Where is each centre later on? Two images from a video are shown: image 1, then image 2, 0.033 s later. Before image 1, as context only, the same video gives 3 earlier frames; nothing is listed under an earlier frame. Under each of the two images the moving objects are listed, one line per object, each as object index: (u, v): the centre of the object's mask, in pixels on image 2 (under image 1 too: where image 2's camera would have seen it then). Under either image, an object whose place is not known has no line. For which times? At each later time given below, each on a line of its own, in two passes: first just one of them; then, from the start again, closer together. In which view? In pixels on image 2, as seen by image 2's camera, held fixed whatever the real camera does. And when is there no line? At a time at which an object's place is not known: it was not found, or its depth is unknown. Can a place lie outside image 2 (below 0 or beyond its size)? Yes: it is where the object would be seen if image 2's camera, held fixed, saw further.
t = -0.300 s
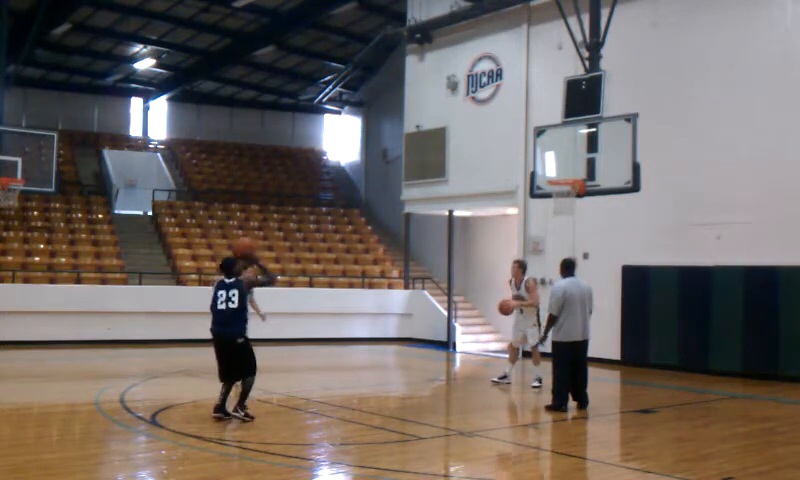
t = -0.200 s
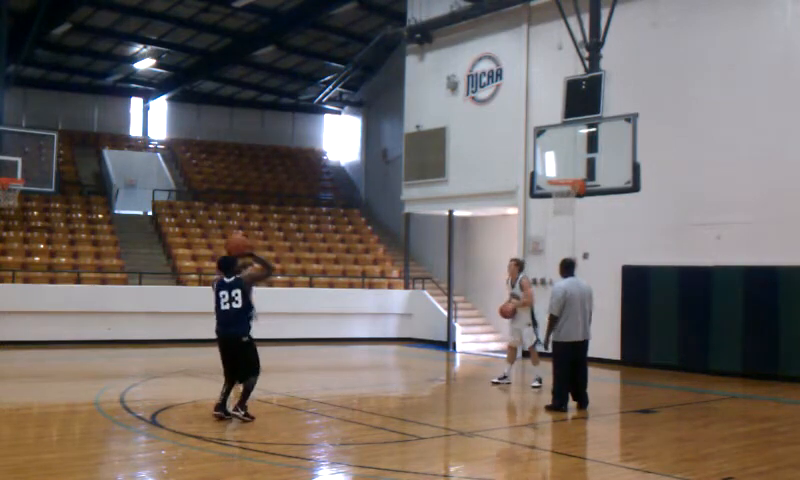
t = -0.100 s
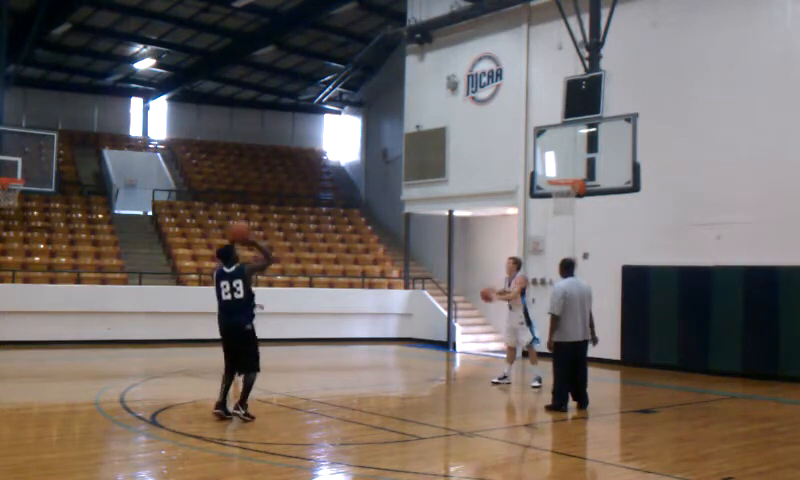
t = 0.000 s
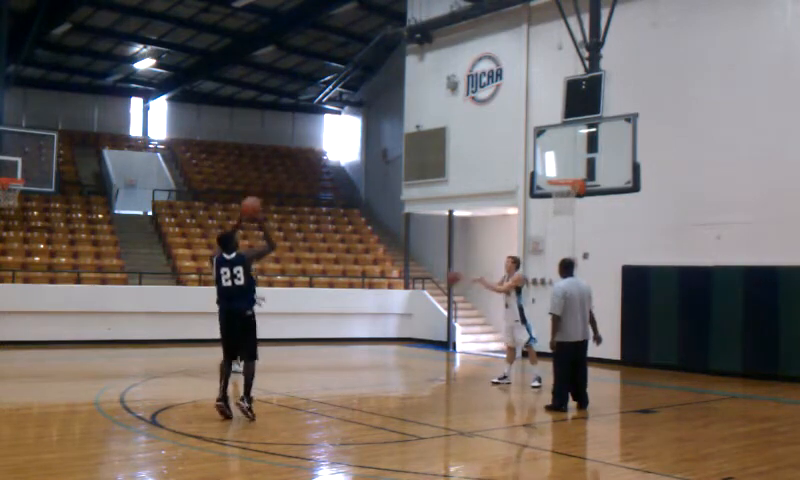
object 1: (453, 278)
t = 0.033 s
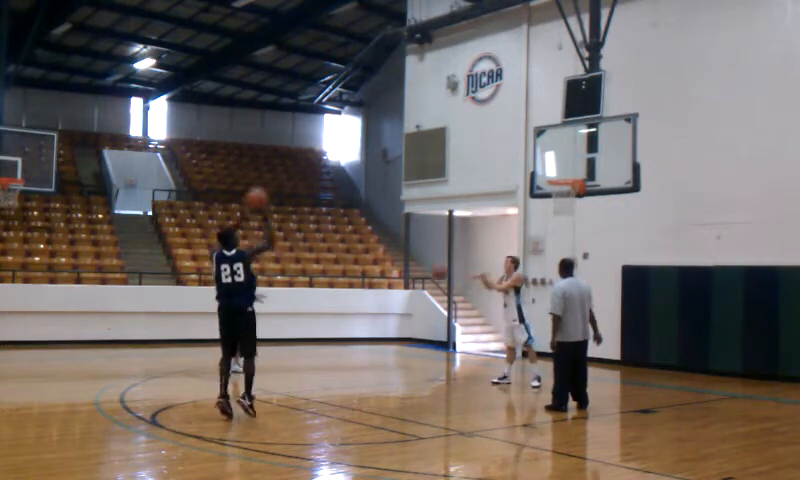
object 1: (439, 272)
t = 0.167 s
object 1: (387, 262)
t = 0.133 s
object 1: (400, 265)
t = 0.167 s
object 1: (387, 262)
